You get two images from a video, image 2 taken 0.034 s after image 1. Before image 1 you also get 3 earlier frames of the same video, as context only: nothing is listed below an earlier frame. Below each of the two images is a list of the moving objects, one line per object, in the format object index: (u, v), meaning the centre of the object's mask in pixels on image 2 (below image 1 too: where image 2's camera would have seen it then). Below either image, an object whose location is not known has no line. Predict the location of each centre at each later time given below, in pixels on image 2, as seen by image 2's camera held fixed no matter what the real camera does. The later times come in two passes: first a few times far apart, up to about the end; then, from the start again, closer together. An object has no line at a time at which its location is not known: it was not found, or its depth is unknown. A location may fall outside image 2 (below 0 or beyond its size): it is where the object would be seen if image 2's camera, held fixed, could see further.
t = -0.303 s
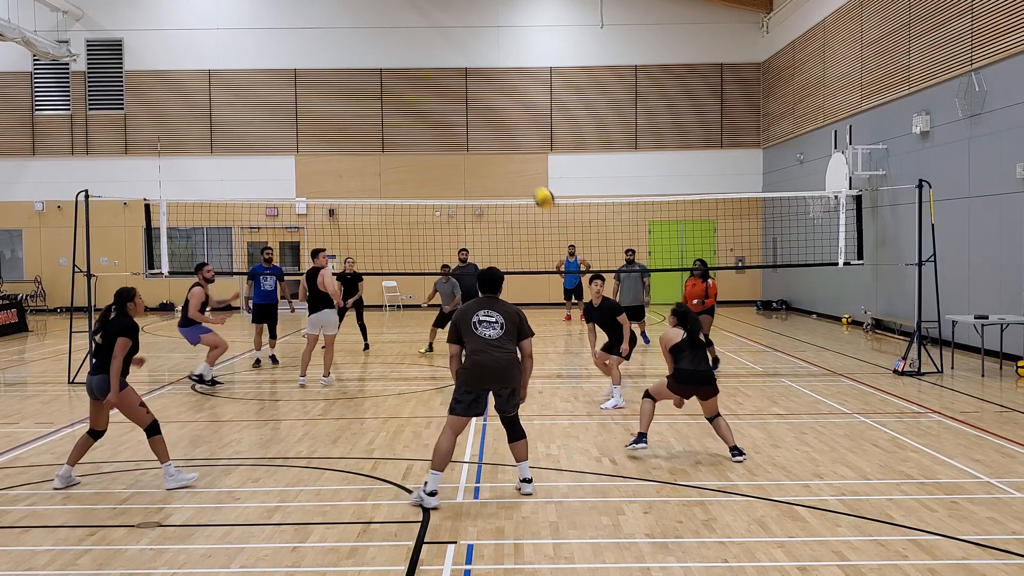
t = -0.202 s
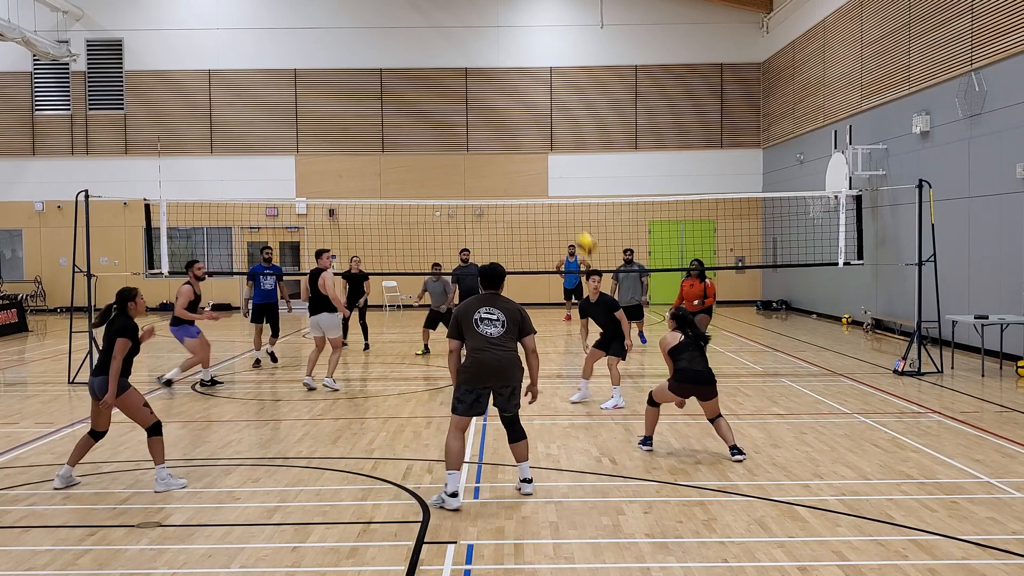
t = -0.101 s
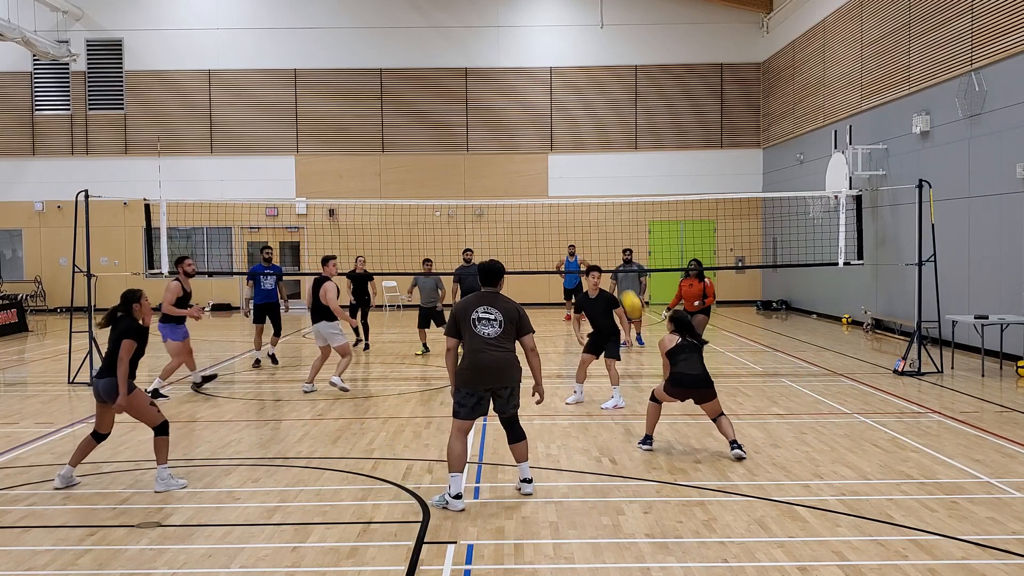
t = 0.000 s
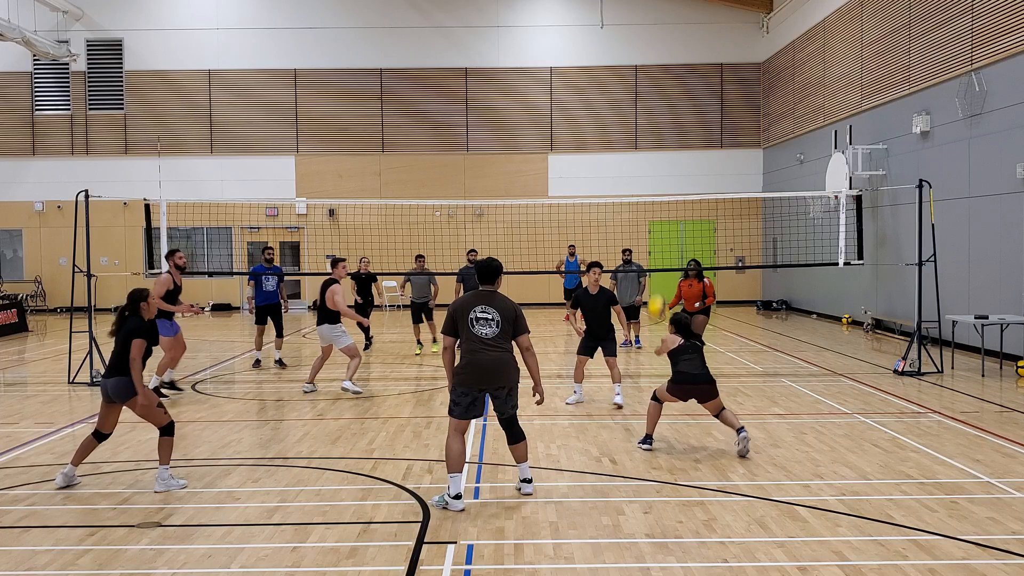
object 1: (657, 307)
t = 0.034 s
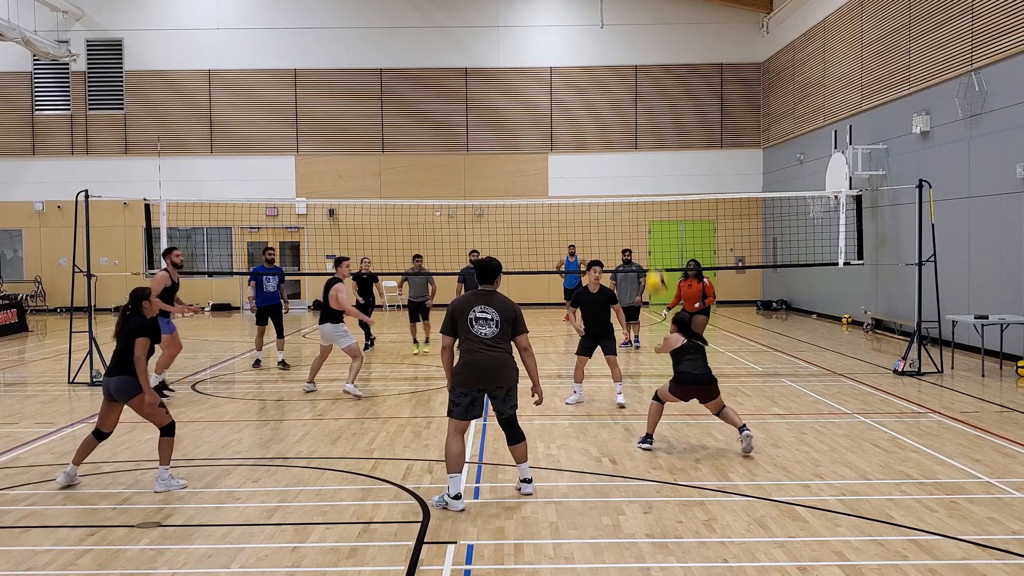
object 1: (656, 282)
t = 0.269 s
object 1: (651, 134)
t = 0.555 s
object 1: (645, 42)
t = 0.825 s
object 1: (641, 32)
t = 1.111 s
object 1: (637, 90)
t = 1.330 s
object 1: (633, 176)
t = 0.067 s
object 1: (656, 256)
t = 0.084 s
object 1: (655, 244)
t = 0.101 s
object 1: (654, 233)
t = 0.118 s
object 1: (654, 221)
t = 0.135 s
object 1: (654, 211)
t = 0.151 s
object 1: (653, 199)
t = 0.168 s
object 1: (653, 188)
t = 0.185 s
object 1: (653, 178)
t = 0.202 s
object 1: (653, 170)
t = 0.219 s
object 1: (651, 160)
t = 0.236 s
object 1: (651, 151)
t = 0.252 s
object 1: (651, 142)
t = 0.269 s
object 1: (651, 134)
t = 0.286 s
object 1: (650, 126)
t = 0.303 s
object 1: (650, 119)
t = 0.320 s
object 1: (649, 112)
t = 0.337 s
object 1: (649, 105)
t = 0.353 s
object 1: (649, 98)
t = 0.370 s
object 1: (648, 92)
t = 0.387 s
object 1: (648, 86)
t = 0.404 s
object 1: (648, 80)
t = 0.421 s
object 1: (648, 75)
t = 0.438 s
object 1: (647, 70)
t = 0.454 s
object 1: (647, 65)
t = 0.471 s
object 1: (647, 61)
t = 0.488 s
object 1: (646, 56)
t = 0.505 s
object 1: (646, 52)
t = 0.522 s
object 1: (646, 49)
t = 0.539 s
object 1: (645, 46)
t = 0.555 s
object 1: (645, 42)
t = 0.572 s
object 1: (645, 40)
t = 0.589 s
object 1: (644, 37)
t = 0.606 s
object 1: (644, 35)
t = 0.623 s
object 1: (644, 33)
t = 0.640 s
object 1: (643, 31)
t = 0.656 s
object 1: (643, 30)
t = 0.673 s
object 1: (643, 29)
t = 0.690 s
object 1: (643, 28)
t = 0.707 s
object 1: (643, 28)
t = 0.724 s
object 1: (642, 28)
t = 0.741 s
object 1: (642, 28)
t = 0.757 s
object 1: (642, 28)
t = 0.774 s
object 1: (642, 28)
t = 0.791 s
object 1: (641, 29)
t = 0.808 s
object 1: (641, 30)
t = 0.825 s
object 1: (641, 32)
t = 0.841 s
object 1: (640, 33)
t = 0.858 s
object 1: (640, 35)
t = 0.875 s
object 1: (640, 37)
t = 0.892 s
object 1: (640, 39)
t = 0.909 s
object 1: (639, 42)
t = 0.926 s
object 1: (639, 44)
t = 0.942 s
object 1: (639, 47)
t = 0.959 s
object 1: (639, 50)
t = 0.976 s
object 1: (638, 54)
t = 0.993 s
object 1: (638, 57)
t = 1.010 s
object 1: (638, 62)
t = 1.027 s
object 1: (638, 66)
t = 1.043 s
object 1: (637, 70)
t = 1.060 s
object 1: (637, 75)
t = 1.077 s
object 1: (637, 79)
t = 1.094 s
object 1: (637, 84)
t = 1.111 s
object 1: (637, 90)
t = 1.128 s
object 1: (637, 95)
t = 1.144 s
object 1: (636, 101)
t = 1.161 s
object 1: (636, 107)
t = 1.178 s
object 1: (636, 112)
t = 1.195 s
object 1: (635, 119)
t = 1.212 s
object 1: (635, 126)
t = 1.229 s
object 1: (635, 132)
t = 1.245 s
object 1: (634, 139)
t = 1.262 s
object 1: (635, 145)
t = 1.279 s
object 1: (634, 153)
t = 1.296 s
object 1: (634, 161)
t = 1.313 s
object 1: (634, 168)
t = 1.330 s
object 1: (633, 176)
